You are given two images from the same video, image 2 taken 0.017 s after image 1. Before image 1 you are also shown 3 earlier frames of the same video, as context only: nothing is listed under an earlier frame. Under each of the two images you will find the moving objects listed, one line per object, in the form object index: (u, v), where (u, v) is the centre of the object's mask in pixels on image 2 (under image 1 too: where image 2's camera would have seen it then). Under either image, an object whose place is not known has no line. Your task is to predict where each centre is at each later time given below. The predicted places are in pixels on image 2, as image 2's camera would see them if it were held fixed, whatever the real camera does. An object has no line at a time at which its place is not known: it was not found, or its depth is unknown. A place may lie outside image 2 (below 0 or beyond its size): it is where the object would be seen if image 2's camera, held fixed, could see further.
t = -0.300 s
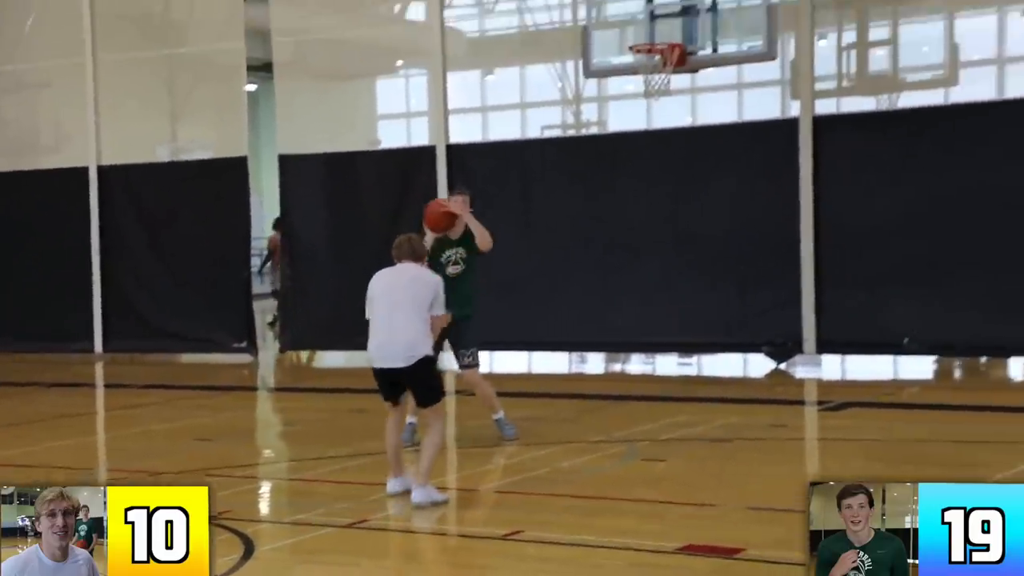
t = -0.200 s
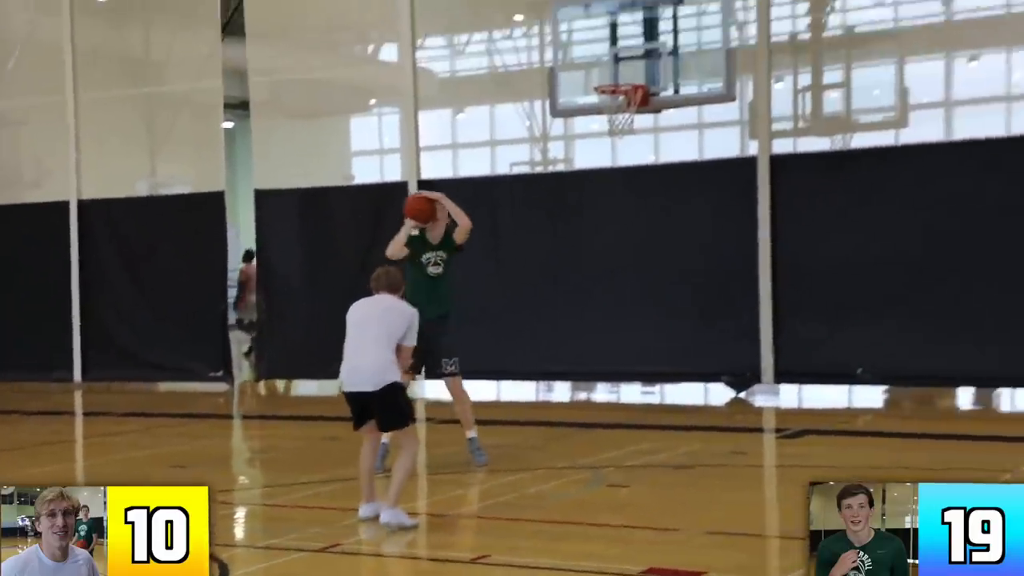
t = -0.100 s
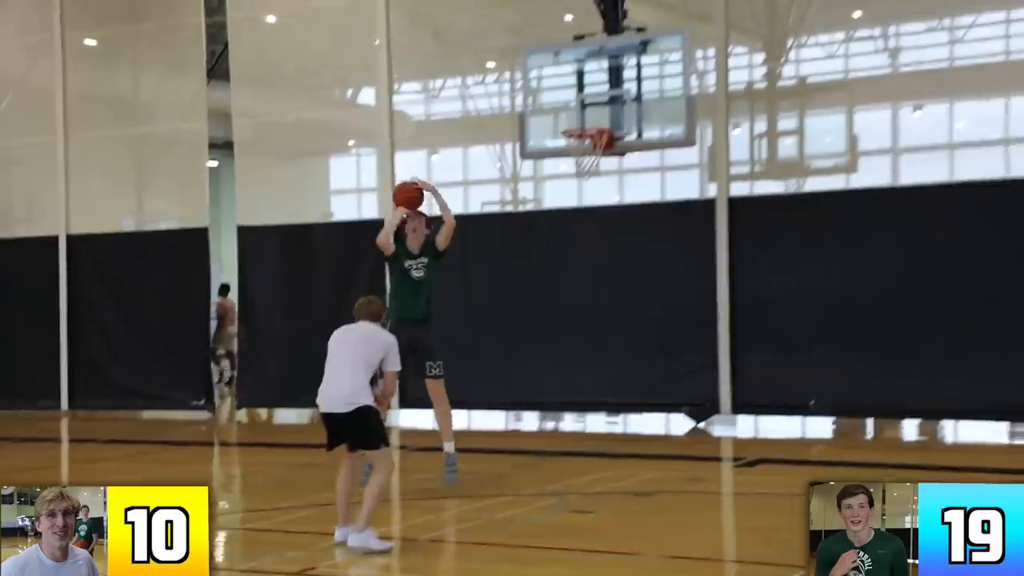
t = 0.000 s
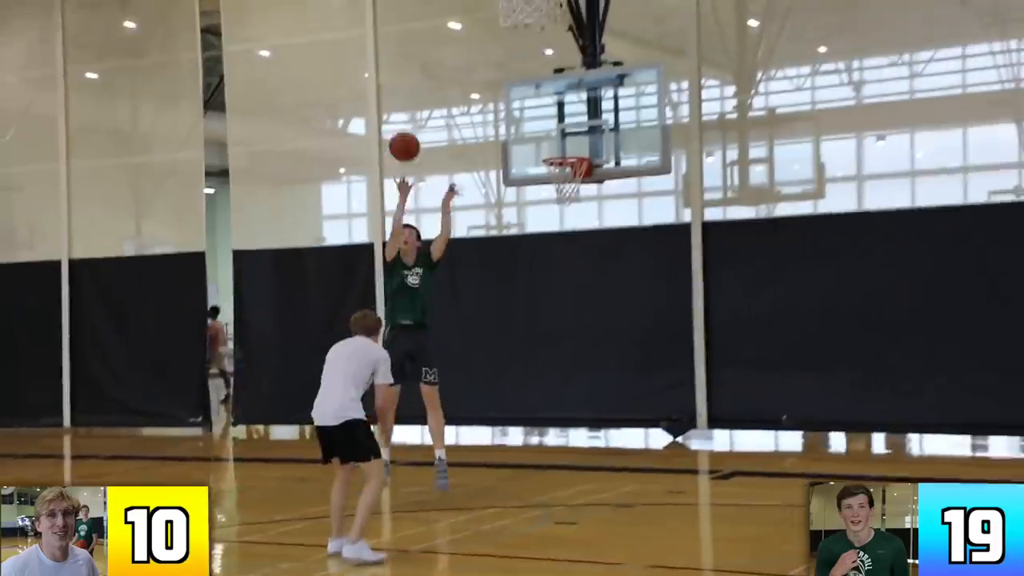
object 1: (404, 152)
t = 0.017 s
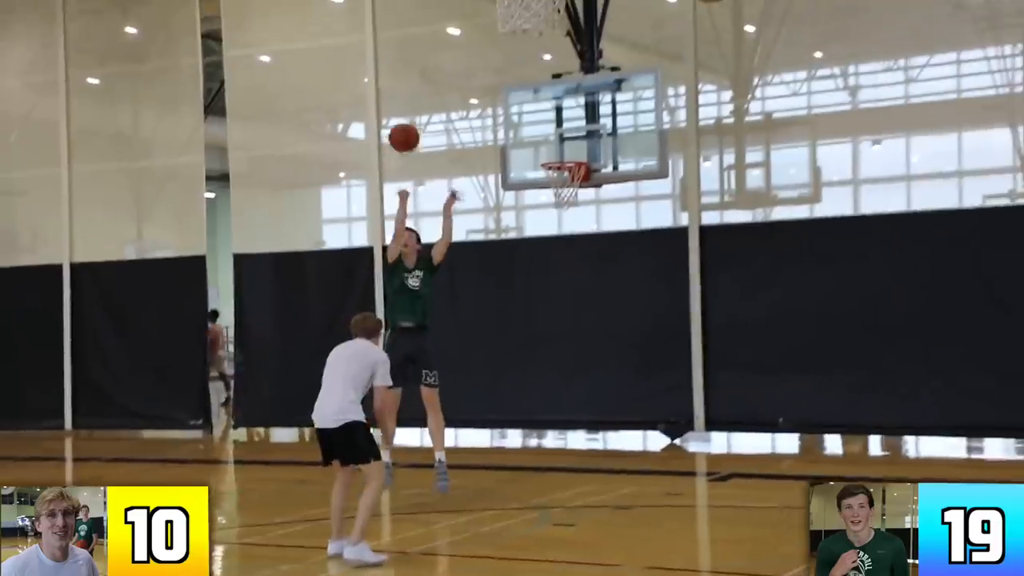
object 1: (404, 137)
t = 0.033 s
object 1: (404, 123)
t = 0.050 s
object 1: (404, 109)
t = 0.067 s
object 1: (405, 96)
